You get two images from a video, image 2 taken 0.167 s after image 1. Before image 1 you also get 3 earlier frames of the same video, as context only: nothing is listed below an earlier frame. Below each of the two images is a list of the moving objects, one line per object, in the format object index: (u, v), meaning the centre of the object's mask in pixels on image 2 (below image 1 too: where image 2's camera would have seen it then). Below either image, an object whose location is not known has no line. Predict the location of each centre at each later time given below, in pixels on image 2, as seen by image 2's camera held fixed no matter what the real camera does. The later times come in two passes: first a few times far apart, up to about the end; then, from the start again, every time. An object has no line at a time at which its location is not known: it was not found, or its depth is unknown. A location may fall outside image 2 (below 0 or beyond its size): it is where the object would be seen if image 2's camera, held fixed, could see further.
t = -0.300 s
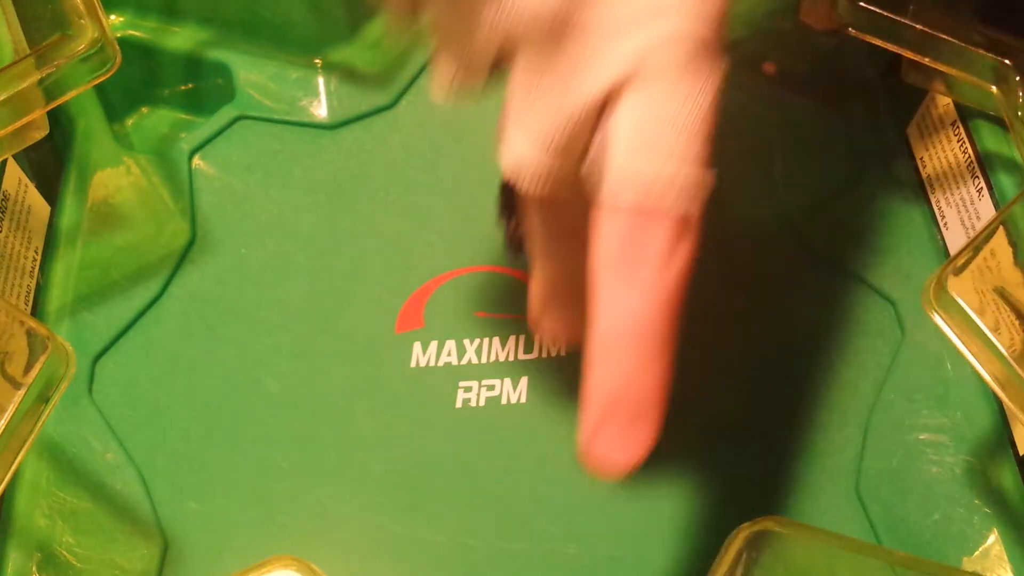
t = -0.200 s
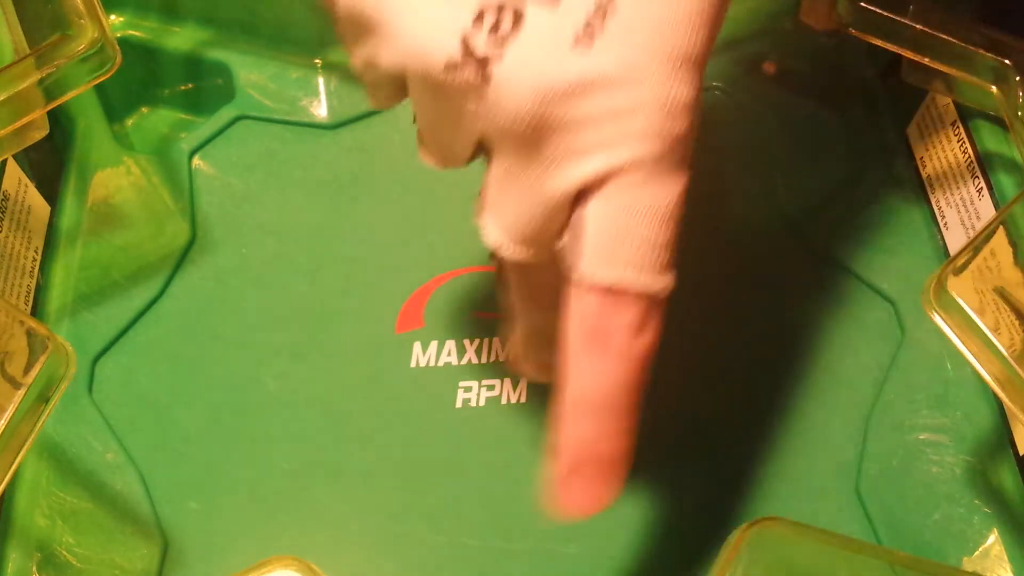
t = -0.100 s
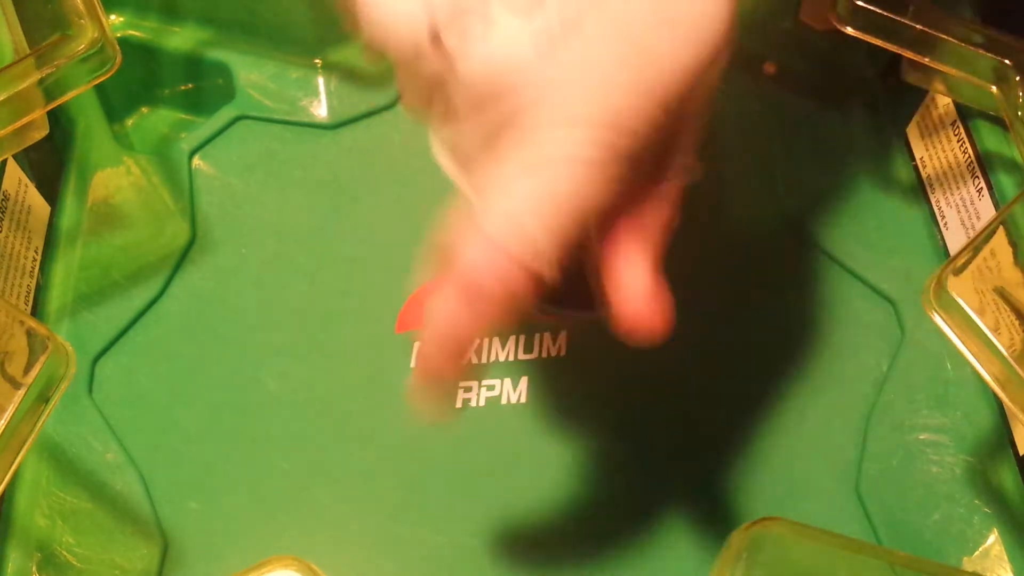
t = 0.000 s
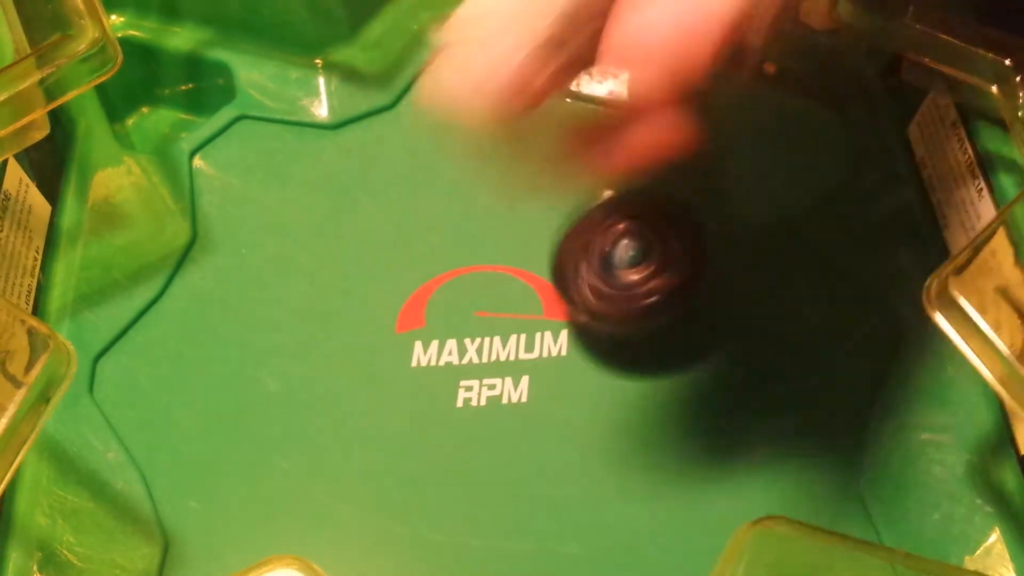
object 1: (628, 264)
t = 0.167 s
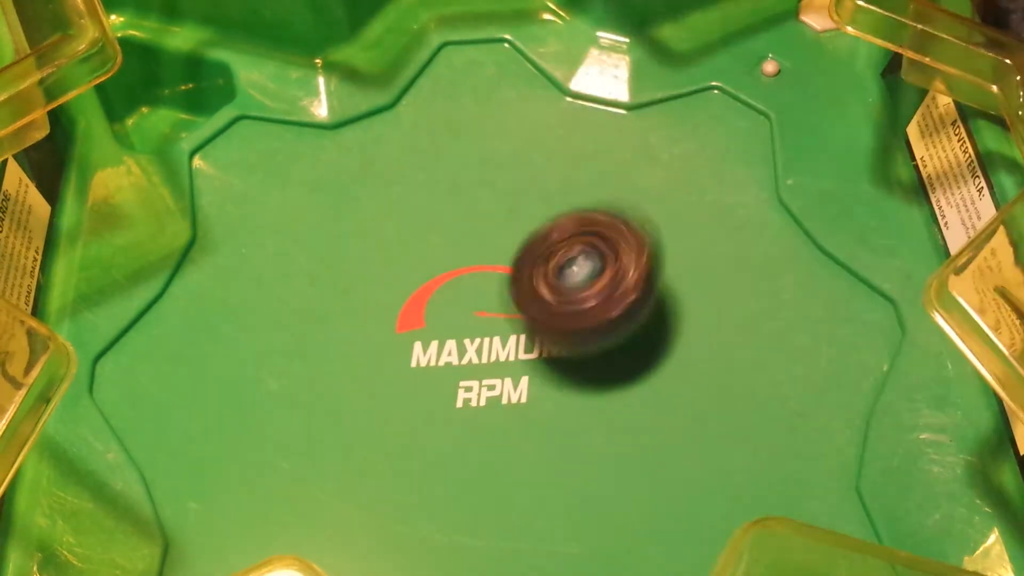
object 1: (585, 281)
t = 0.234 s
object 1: (547, 299)
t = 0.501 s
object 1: (474, 318)
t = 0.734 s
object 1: (478, 285)
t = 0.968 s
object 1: (507, 300)
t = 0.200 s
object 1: (566, 291)
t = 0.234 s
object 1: (547, 299)
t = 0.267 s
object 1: (529, 308)
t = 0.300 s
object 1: (512, 315)
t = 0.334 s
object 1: (501, 319)
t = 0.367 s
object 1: (492, 316)
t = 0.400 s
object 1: (488, 322)
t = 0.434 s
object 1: (484, 318)
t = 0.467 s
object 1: (479, 321)
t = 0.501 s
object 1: (474, 318)
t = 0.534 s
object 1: (471, 315)
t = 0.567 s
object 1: (470, 312)
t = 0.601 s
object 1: (468, 308)
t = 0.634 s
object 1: (468, 303)
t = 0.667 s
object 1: (469, 297)
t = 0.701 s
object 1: (473, 289)
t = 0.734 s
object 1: (478, 285)
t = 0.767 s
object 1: (483, 285)
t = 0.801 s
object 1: (488, 285)
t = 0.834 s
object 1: (493, 286)
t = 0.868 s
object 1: (500, 285)
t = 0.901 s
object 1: (502, 291)
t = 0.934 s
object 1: (506, 293)
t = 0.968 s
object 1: (507, 300)
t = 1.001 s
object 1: (506, 301)
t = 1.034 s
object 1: (511, 309)
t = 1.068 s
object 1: (511, 314)
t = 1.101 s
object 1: (510, 319)
